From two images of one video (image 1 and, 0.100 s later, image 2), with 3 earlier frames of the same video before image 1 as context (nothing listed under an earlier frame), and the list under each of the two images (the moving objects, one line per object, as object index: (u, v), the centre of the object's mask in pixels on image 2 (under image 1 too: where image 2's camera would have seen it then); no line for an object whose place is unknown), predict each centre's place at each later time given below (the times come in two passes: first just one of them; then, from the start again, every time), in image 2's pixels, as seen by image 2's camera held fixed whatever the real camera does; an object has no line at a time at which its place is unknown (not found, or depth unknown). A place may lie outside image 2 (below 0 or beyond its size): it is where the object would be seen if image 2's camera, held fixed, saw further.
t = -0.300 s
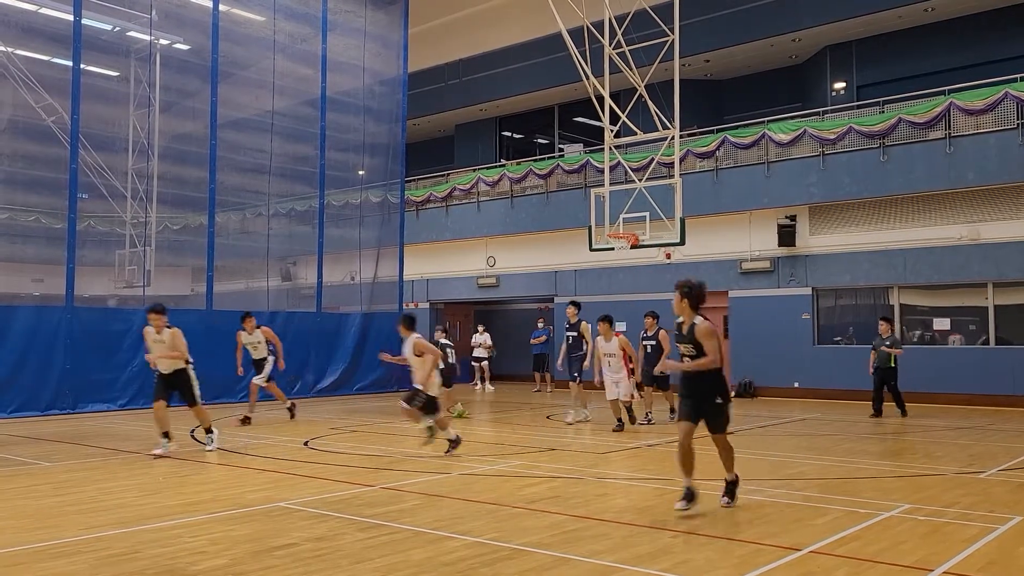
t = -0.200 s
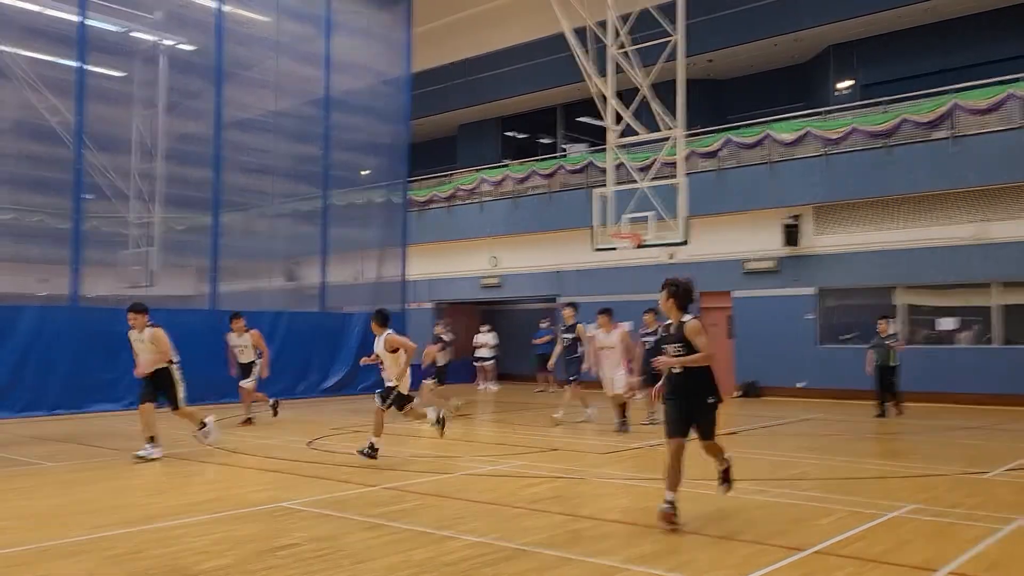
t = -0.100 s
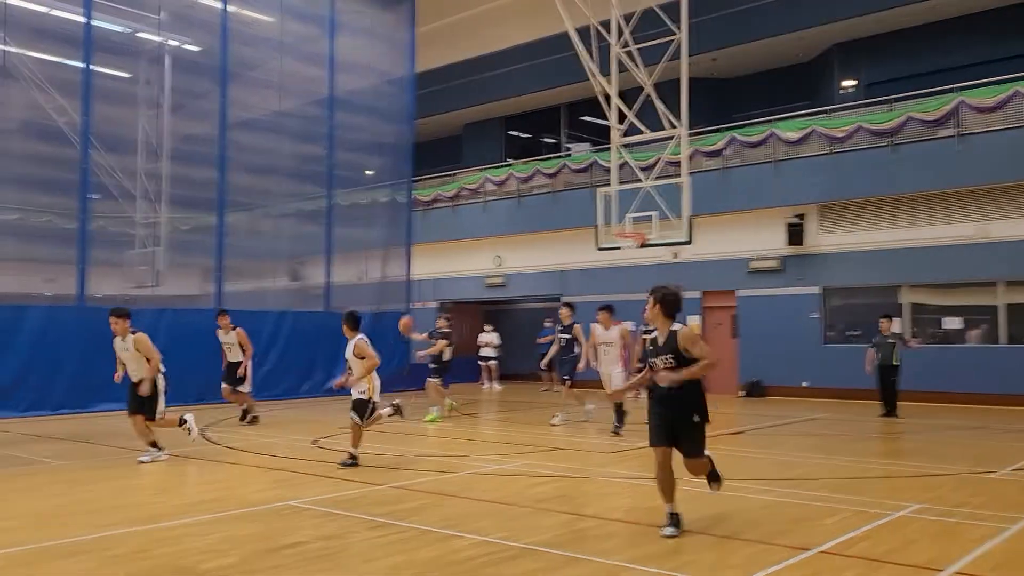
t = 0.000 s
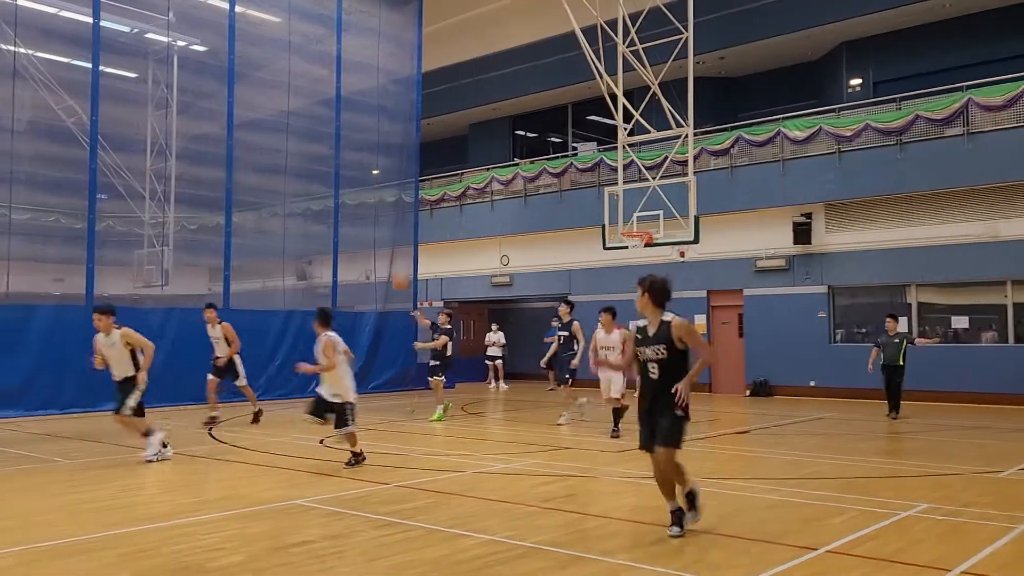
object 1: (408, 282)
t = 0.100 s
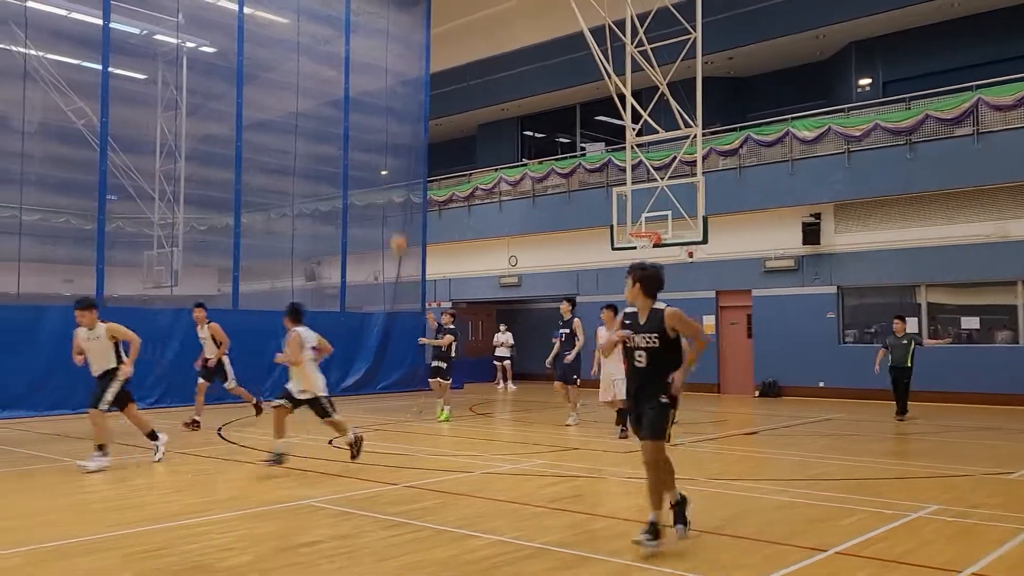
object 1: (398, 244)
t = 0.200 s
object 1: (385, 206)
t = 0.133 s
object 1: (394, 230)
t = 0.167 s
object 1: (390, 218)
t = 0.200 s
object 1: (385, 206)
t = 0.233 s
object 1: (381, 194)
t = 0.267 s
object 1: (376, 182)
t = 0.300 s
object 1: (372, 171)
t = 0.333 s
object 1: (368, 160)
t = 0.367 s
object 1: (361, 150)
